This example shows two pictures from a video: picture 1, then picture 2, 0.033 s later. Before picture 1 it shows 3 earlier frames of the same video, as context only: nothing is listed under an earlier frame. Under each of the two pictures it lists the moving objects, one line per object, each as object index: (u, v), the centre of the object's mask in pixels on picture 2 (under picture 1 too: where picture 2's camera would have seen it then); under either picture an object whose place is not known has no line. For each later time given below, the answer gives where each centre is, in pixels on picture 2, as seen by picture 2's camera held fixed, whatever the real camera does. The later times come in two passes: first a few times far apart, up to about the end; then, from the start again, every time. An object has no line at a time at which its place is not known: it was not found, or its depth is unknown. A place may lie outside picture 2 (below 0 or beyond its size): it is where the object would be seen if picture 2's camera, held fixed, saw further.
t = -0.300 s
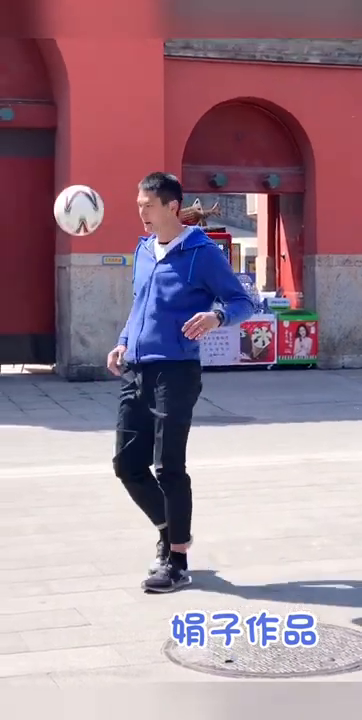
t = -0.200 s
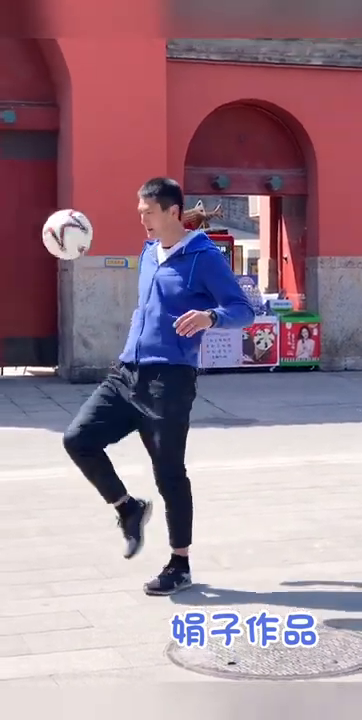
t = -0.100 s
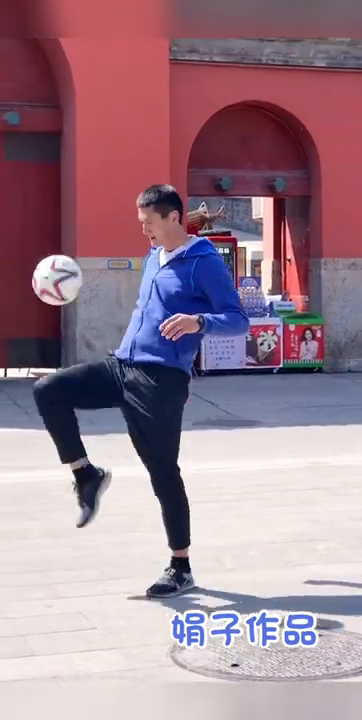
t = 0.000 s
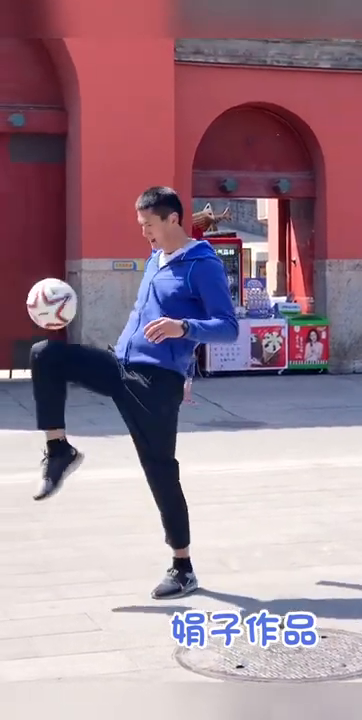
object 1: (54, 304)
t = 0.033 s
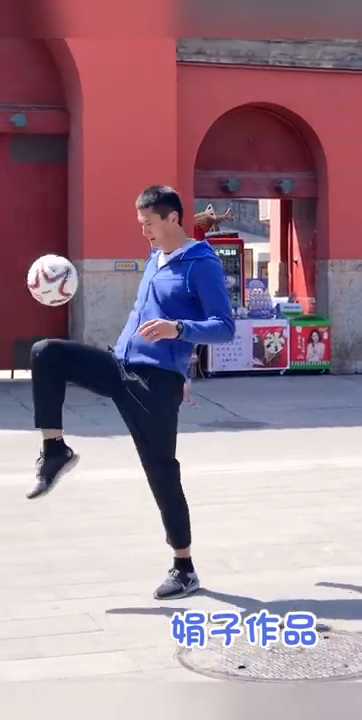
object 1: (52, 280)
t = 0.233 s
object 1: (44, 186)
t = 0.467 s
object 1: (35, 190)
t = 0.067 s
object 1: (51, 258)
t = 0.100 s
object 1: (50, 239)
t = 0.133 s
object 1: (48, 222)
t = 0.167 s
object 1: (47, 208)
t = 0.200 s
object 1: (45, 196)
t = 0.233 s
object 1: (44, 186)
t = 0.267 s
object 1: (43, 179)
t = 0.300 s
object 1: (41, 175)
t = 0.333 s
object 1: (40, 173)
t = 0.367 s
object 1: (39, 173)
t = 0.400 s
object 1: (37, 176)
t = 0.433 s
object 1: (36, 182)
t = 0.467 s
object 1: (35, 190)
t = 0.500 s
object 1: (34, 200)
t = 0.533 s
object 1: (33, 214)
